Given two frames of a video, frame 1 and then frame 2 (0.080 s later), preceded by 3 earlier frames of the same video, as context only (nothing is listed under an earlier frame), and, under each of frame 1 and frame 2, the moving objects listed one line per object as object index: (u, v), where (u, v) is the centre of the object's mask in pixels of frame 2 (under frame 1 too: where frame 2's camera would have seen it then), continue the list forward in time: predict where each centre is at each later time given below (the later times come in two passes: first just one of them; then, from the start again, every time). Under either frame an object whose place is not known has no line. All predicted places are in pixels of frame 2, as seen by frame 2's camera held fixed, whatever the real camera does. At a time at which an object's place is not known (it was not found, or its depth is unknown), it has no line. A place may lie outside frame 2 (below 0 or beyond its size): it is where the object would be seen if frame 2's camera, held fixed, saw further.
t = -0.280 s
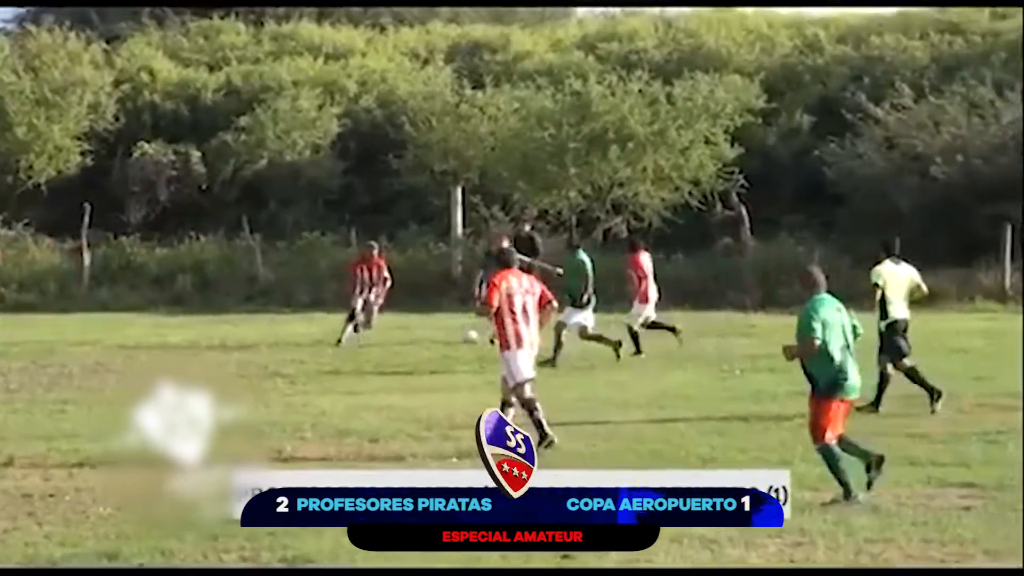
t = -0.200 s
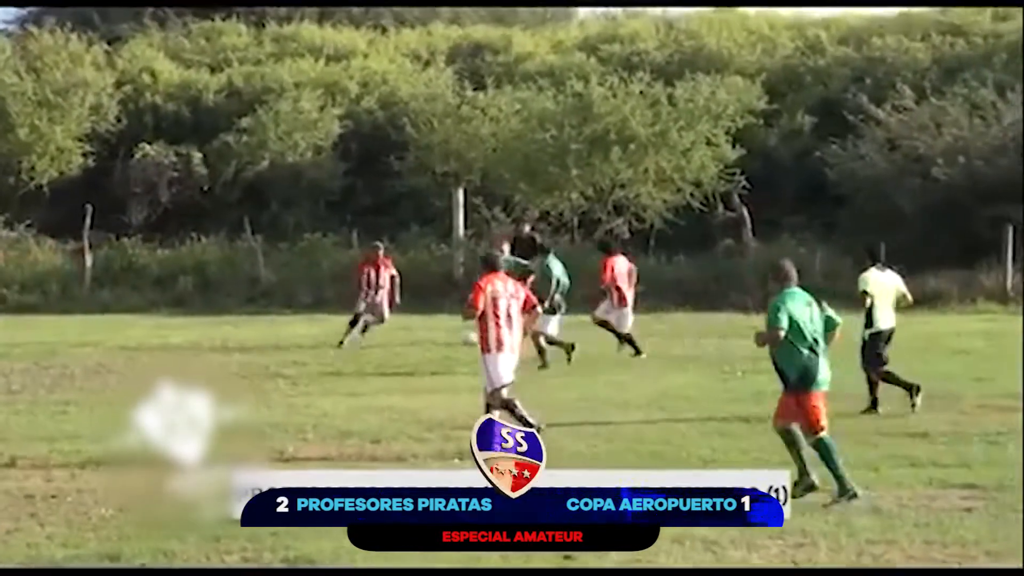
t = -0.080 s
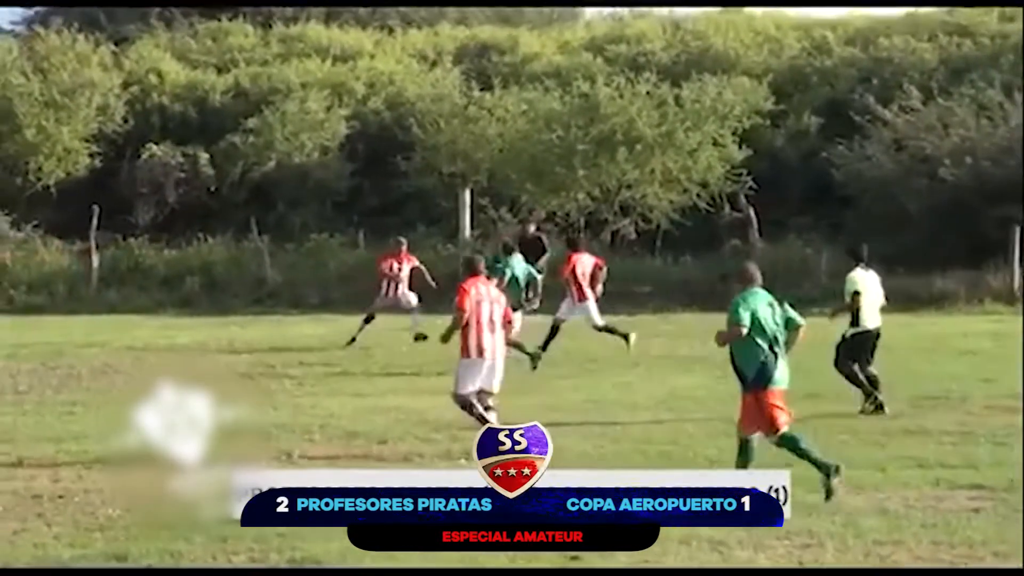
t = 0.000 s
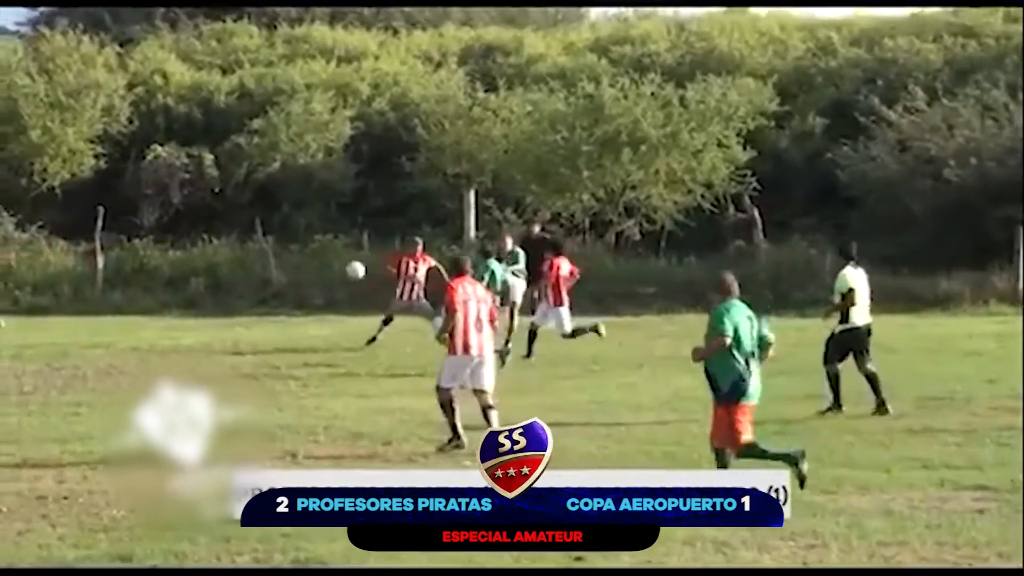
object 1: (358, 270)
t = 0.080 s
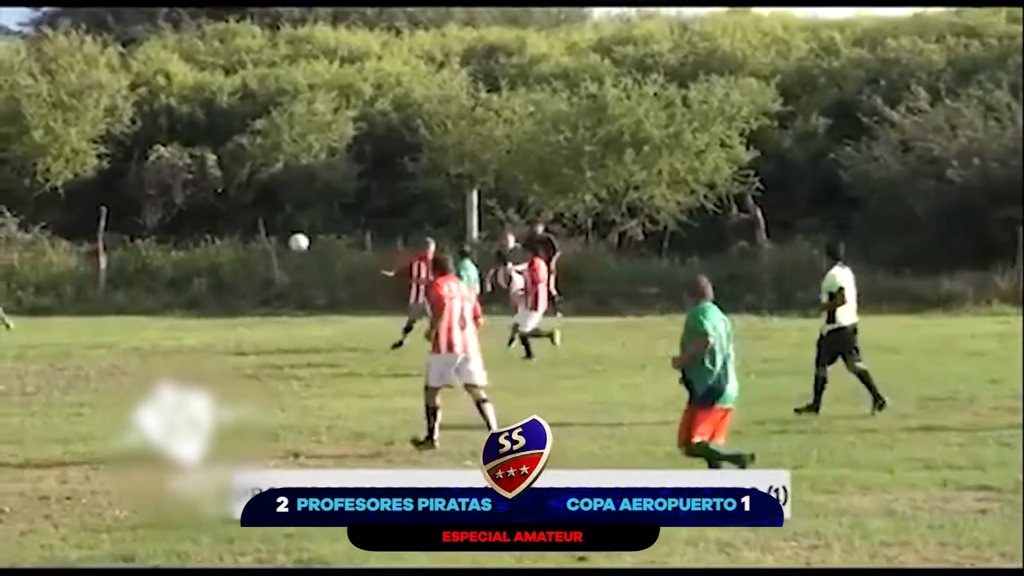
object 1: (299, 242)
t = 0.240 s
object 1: (171, 196)
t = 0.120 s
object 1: (267, 229)
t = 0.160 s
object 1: (236, 217)
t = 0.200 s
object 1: (203, 206)
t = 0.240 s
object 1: (171, 196)
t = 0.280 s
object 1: (137, 185)
